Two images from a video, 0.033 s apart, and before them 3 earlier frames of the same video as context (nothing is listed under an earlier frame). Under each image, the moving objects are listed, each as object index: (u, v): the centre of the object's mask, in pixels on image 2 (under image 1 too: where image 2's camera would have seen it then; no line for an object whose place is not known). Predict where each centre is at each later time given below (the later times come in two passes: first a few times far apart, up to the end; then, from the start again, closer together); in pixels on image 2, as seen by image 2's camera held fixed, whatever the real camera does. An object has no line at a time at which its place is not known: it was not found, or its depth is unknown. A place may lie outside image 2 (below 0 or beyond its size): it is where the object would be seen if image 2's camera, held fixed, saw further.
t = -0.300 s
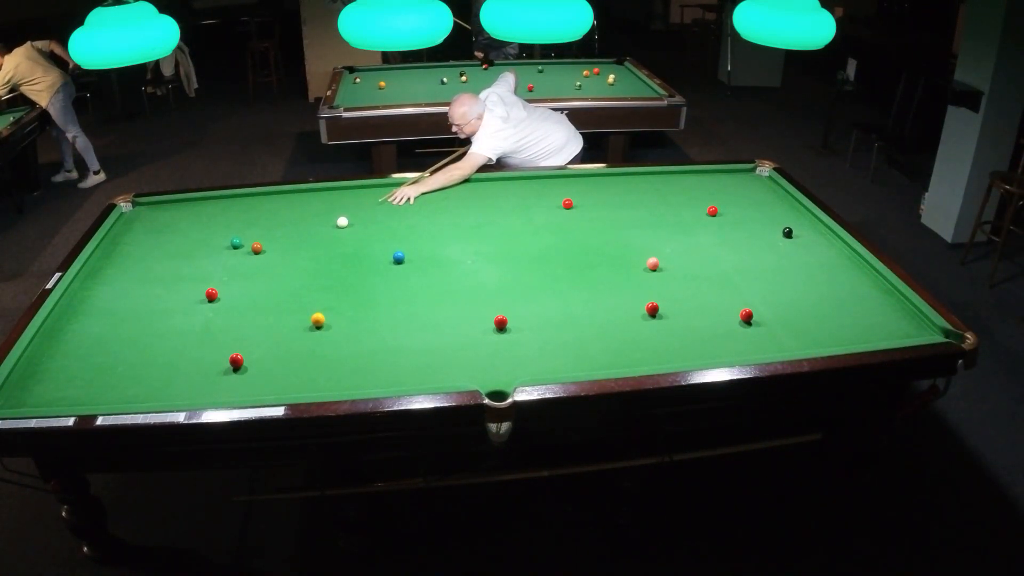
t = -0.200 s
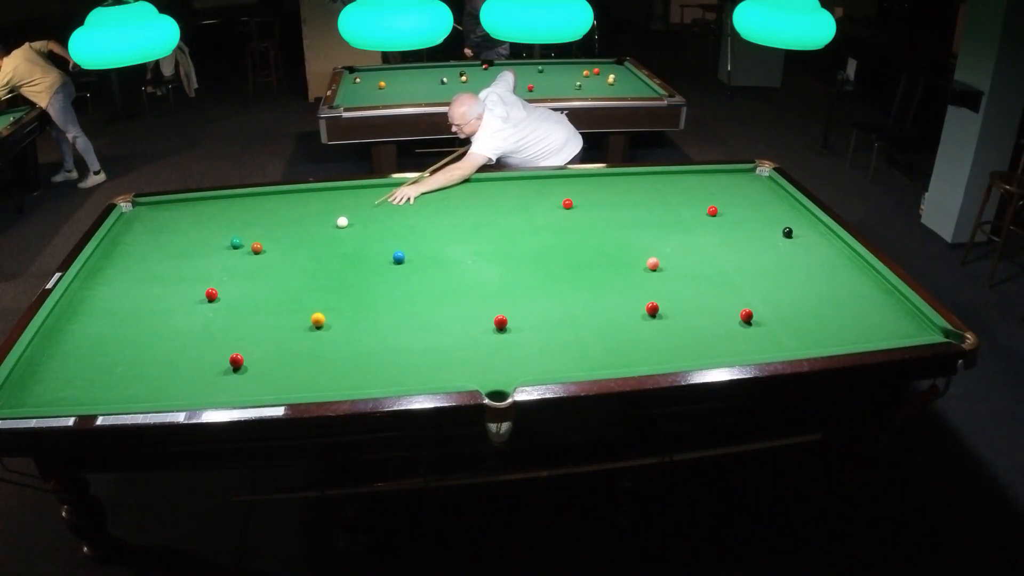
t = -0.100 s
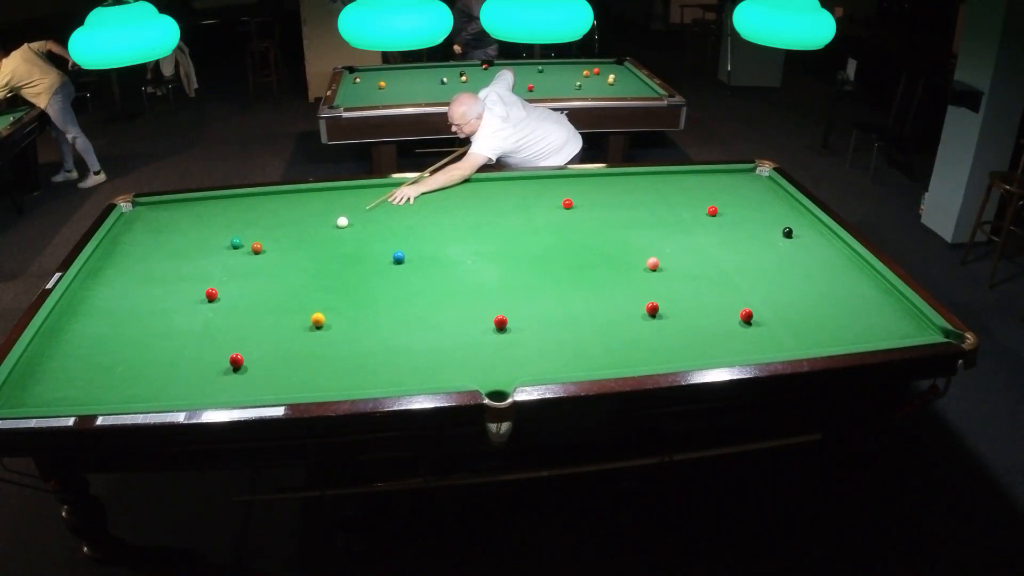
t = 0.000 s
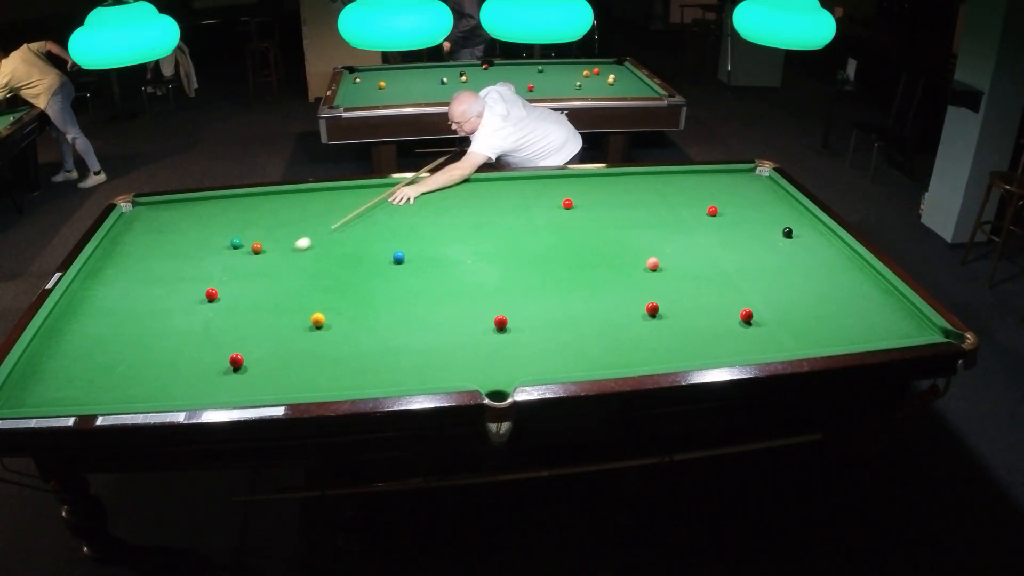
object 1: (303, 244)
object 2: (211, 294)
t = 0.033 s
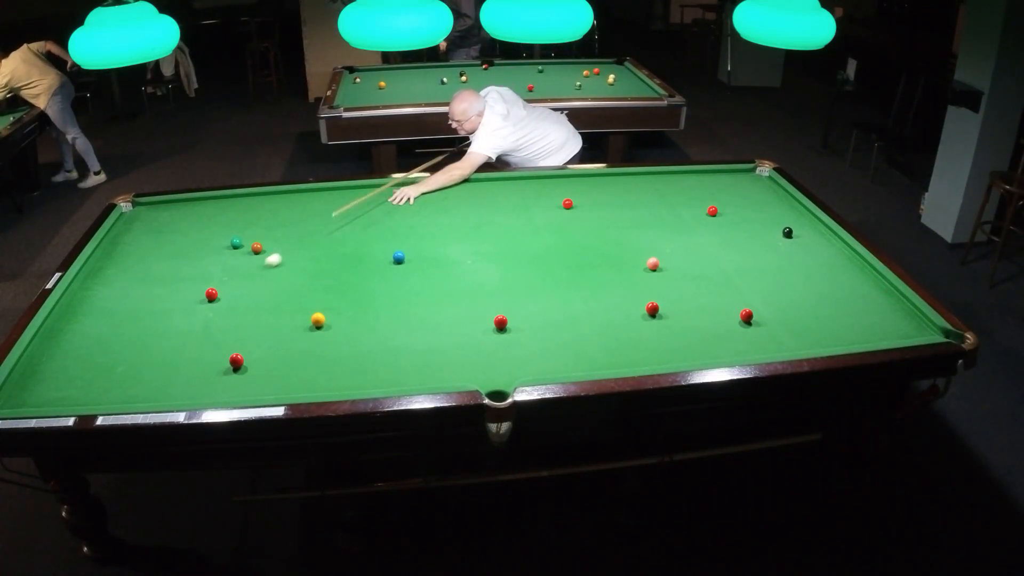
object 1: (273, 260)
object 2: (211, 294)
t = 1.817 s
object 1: (311, 386)
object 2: (627, 188)
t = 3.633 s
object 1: (349, 352)
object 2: (761, 272)
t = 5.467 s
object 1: (350, 352)
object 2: (589, 367)
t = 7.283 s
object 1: (350, 352)
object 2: (481, 344)
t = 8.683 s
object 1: (350, 352)
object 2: (465, 341)
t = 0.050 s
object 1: (258, 268)
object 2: (211, 294)
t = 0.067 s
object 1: (242, 277)
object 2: (211, 294)
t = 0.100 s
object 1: (223, 290)
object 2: (199, 299)
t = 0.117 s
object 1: (224, 292)
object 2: (182, 307)
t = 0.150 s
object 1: (225, 295)
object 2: (147, 324)
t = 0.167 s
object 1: (226, 296)
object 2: (129, 332)
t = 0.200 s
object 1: (227, 299)
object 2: (94, 349)
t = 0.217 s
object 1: (227, 300)
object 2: (76, 358)
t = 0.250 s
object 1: (228, 303)
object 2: (42, 374)
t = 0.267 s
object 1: (229, 304)
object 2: (25, 383)
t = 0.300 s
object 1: (230, 307)
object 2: (3, 399)
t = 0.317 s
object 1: (230, 308)
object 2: (6, 403)
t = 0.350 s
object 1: (231, 310)
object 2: (23, 401)
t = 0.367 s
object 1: (231, 312)
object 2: (35, 399)
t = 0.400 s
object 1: (232, 314)
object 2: (58, 388)
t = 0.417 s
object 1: (233, 316)
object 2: (69, 383)
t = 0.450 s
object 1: (234, 318)
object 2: (90, 374)
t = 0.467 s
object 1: (234, 319)
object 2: (100, 370)
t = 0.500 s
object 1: (235, 322)
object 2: (119, 361)
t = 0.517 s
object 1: (236, 323)
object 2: (130, 357)
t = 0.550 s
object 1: (237, 326)
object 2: (149, 348)
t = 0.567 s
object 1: (237, 327)
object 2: (159, 344)
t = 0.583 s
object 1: (238, 329)
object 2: (168, 340)
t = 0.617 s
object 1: (239, 331)
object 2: (187, 332)
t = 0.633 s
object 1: (239, 333)
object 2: (196, 328)
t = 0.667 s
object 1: (240, 335)
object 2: (215, 320)
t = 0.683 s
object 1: (241, 337)
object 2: (224, 316)
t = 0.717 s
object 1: (242, 340)
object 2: (242, 309)
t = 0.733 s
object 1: (242, 341)
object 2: (251, 305)
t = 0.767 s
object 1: (244, 344)
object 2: (268, 298)
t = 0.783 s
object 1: (244, 345)
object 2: (276, 294)
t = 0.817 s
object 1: (245, 348)
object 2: (293, 287)
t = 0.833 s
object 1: (246, 349)
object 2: (301, 284)
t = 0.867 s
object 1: (247, 352)
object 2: (318, 277)
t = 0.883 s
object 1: (248, 353)
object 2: (325, 274)
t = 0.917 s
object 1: (250, 355)
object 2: (341, 268)
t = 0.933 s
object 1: (251, 356)
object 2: (348, 265)
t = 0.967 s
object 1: (254, 358)
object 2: (364, 258)
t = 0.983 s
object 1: (255, 359)
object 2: (371, 256)
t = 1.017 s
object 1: (257, 361)
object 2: (385, 250)
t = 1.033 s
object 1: (259, 361)
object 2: (392, 247)
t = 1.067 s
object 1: (261, 364)
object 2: (406, 241)
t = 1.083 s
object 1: (262, 364)
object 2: (413, 239)
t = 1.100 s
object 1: (264, 365)
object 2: (419, 236)
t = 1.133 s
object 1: (266, 367)
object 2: (433, 231)
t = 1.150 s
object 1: (267, 368)
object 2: (439, 228)
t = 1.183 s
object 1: (270, 370)
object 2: (451, 223)
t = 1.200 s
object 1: (271, 371)
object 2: (458, 221)
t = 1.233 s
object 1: (274, 373)
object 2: (470, 216)
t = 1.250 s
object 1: (275, 374)
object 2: (476, 214)
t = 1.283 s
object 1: (277, 375)
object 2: (487, 209)
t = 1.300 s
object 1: (279, 376)
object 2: (493, 207)
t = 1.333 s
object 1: (281, 378)
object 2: (504, 203)
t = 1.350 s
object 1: (282, 379)
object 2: (509, 201)
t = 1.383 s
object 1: (285, 381)
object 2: (520, 197)
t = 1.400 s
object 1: (286, 382)
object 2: (525, 194)
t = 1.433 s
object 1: (289, 384)
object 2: (535, 190)
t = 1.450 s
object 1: (290, 384)
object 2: (540, 189)
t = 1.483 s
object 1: (293, 386)
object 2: (550, 185)
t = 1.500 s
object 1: (294, 386)
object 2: (555, 183)
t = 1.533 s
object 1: (296, 387)
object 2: (564, 179)
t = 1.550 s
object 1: (298, 388)
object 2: (568, 178)
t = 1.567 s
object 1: (299, 388)
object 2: (573, 176)
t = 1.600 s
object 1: (301, 389)
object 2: (581, 177)
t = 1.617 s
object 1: (303, 390)
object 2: (584, 178)
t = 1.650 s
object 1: (304, 389)
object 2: (591, 180)
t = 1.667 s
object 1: (305, 389)
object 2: (595, 181)
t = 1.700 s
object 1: (306, 388)
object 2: (602, 183)
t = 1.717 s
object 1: (307, 388)
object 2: (605, 184)
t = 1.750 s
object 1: (308, 387)
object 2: (613, 185)
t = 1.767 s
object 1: (309, 387)
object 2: (616, 186)
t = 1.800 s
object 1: (310, 386)
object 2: (623, 187)
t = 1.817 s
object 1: (311, 386)
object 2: (627, 188)
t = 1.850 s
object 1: (312, 385)
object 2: (634, 189)
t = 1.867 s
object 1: (313, 384)
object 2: (637, 190)
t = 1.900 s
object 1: (314, 383)
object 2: (644, 191)
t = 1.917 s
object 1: (315, 382)
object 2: (648, 192)
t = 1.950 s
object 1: (316, 381)
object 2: (655, 193)
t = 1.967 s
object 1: (316, 381)
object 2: (659, 194)
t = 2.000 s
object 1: (317, 380)
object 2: (666, 196)
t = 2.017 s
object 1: (318, 379)
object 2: (670, 196)
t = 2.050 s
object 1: (319, 378)
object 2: (677, 198)
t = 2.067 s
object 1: (320, 378)
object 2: (681, 199)
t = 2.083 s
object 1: (320, 377)
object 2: (684, 200)
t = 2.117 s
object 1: (321, 376)
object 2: (691, 201)
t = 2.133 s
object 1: (322, 376)
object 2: (695, 202)
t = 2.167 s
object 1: (323, 375)
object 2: (702, 204)
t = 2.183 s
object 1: (324, 374)
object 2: (706, 204)
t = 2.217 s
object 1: (325, 373)
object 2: (713, 204)
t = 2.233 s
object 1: (325, 373)
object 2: (717, 205)
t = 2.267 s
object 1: (326, 372)
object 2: (724, 208)
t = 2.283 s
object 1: (327, 372)
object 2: (727, 209)
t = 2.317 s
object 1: (328, 371)
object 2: (734, 211)
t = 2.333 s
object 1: (328, 370)
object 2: (738, 211)
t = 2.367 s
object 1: (329, 369)
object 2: (746, 213)
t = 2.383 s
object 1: (329, 369)
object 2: (749, 214)
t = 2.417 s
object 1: (330, 368)
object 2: (757, 216)
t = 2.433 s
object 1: (331, 368)
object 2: (760, 217)
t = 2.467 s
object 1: (332, 367)
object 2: (767, 218)
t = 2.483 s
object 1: (332, 367)
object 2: (771, 219)
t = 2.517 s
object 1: (333, 366)
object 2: (778, 220)
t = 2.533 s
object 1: (333, 366)
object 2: (782, 221)
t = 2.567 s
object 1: (334, 365)
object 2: (789, 222)
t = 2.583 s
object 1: (335, 364)
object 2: (793, 224)
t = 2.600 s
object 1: (335, 364)
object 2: (796, 225)
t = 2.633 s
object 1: (336, 364)
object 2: (804, 226)
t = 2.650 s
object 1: (336, 363)
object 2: (807, 227)
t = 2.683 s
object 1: (337, 363)
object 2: (814, 229)
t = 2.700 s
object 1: (337, 362)
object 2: (818, 229)
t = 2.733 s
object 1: (338, 362)
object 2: (825, 231)
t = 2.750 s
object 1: (338, 361)
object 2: (829, 232)
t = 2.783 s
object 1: (339, 361)
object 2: (829, 233)
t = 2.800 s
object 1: (339, 361)
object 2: (828, 234)
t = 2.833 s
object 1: (340, 360)
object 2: (825, 235)
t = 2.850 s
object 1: (340, 360)
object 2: (824, 236)
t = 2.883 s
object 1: (341, 359)
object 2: (822, 237)
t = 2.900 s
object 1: (341, 359)
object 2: (820, 238)
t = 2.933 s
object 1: (342, 358)
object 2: (818, 240)
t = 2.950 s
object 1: (342, 358)
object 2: (817, 240)
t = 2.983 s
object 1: (343, 358)
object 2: (814, 242)
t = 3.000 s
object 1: (343, 357)
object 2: (813, 243)
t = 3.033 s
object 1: (343, 357)
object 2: (810, 244)
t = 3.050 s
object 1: (344, 357)
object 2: (809, 245)
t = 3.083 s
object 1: (344, 356)
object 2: (806, 246)
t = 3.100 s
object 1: (344, 356)
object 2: (805, 247)
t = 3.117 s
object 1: (345, 356)
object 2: (804, 248)
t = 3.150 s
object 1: (345, 355)
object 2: (801, 249)
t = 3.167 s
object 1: (345, 355)
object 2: (800, 250)
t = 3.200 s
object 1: (346, 355)
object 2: (797, 252)
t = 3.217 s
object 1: (346, 355)
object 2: (795, 252)
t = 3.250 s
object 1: (346, 354)
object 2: (793, 254)
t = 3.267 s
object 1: (346, 354)
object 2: (791, 255)
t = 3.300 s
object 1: (347, 354)
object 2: (789, 257)
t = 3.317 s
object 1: (347, 354)
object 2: (787, 257)
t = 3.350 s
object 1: (347, 353)
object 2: (785, 259)
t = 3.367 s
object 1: (347, 353)
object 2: (783, 259)
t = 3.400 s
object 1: (348, 353)
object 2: (781, 261)
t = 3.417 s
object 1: (348, 353)
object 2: (779, 262)
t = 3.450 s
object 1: (348, 353)
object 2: (776, 263)
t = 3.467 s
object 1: (348, 353)
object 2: (775, 264)
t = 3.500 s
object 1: (348, 352)
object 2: (772, 266)
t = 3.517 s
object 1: (349, 352)
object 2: (771, 266)
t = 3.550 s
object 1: (349, 352)
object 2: (768, 268)
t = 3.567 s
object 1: (349, 352)
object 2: (767, 269)
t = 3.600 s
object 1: (349, 352)
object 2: (764, 270)
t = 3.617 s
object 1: (349, 352)
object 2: (762, 271)
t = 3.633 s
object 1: (349, 352)
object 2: (761, 272)
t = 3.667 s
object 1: (349, 352)
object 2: (758, 274)
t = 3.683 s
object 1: (350, 352)
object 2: (757, 274)
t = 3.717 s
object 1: (350, 352)
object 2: (754, 276)
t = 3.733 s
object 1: (350, 352)
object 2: (753, 277)
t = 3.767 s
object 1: (350, 352)
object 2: (750, 278)
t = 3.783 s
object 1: (350, 352)
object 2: (748, 279)
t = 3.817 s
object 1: (350, 352)
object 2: (745, 281)
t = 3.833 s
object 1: (350, 352)
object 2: (744, 282)
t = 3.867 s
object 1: (350, 352)
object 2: (741, 283)
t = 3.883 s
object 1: (350, 352)
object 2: (740, 284)
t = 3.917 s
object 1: (350, 352)
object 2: (737, 286)
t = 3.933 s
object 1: (350, 352)
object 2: (735, 287)
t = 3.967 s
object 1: (350, 352)
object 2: (733, 288)
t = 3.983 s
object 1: (350, 352)
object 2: (731, 289)
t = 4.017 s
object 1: (350, 352)
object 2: (728, 291)
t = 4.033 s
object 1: (350, 352)
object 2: (726, 292)
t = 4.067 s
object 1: (350, 352)
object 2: (723, 293)
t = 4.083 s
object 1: (350, 352)
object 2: (722, 294)
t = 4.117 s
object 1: (350, 352)
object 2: (719, 296)
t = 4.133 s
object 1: (350, 352)
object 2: (718, 297)
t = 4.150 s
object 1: (350, 352)
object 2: (716, 297)
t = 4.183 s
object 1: (350, 352)
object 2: (713, 299)
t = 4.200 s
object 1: (350, 352)
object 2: (711, 300)
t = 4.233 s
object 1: (350, 352)
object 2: (708, 302)
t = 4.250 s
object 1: (350, 352)
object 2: (707, 303)
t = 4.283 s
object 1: (350, 352)
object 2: (704, 304)
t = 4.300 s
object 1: (350, 352)
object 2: (703, 305)
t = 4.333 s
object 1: (350, 352)
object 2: (699, 307)
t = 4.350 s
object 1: (350, 352)
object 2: (698, 308)
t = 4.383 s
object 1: (350, 352)
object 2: (695, 310)
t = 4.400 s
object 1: (350, 352)
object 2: (693, 311)
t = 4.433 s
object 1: (350, 352)
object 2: (690, 312)
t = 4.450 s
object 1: (350, 352)
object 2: (688, 313)
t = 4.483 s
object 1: (350, 352)
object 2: (686, 315)
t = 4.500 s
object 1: (350, 352)
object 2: (684, 316)
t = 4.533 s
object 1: (350, 352)
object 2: (681, 318)
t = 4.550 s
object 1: (350, 352)
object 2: (679, 319)
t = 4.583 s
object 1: (350, 352)
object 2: (676, 321)
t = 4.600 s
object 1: (350, 352)
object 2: (674, 322)
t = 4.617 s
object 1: (350, 352)
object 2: (673, 323)
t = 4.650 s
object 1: (350, 352)
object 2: (670, 324)
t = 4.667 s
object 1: (350, 352)
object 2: (668, 325)
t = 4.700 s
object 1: (350, 352)
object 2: (665, 327)
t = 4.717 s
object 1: (350, 352)
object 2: (663, 328)
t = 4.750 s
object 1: (350, 352)
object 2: (660, 330)
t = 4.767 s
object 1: (350, 352)
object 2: (658, 331)
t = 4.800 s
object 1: (350, 352)
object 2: (655, 332)
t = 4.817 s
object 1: (350, 352)
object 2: (653, 333)
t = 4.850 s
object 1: (350, 352)
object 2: (650, 335)
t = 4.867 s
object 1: (350, 352)
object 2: (648, 336)
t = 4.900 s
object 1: (350, 352)
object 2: (646, 338)
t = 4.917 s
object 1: (350, 352)
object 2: (644, 339)
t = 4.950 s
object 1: (350, 352)
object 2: (640, 341)
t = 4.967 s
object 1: (350, 352)
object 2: (639, 342)
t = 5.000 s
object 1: (350, 352)
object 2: (636, 343)
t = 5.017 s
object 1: (350, 352)
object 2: (634, 344)
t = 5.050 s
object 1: (350, 352)
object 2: (631, 346)
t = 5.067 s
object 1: (350, 352)
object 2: (629, 347)
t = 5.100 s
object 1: (350, 352)
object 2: (626, 349)
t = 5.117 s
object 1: (350, 352)
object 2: (624, 350)
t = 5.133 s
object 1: (350, 352)
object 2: (622, 350)
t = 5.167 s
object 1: (350, 352)
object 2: (619, 352)
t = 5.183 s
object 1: (350, 352)
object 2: (617, 353)
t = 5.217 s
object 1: (350, 352)
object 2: (614, 355)
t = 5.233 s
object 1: (350, 352)
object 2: (612, 356)
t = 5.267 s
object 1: (350, 352)
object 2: (609, 358)
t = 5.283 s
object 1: (350, 352)
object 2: (607, 358)
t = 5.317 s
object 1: (350, 352)
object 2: (604, 360)
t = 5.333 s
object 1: (350, 352)
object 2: (602, 361)
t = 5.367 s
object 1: (350, 352)
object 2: (599, 363)
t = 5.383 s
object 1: (350, 352)
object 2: (597, 363)
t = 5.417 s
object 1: (350, 352)
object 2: (594, 365)
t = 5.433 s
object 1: (350, 352)
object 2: (592, 365)
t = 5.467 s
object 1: (350, 352)
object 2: (589, 367)
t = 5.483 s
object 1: (350, 352)
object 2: (587, 367)
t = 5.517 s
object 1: (350, 352)
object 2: (584, 368)
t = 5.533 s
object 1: (350, 352)
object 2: (583, 368)
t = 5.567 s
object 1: (350, 352)
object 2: (580, 367)
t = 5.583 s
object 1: (350, 352)
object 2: (579, 367)
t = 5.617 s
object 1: (350, 352)
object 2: (575, 367)
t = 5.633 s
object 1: (350, 352)
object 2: (574, 367)
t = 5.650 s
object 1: (350, 352)
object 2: (573, 367)
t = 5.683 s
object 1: (350, 352)
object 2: (570, 366)
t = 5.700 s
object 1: (350, 352)
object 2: (569, 366)
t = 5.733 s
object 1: (350, 352)
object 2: (566, 366)
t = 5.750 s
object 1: (350, 352)
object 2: (564, 366)
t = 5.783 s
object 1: (350, 352)
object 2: (562, 365)
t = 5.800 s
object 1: (350, 352)
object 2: (560, 365)
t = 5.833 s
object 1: (350, 352)
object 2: (558, 364)
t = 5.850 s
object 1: (350, 352)
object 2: (557, 364)
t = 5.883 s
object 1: (350, 352)
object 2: (554, 363)
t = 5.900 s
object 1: (350, 352)
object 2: (553, 363)
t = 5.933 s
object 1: (350, 352)
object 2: (550, 363)
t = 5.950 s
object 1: (350, 352)
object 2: (549, 362)
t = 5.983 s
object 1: (350, 352)
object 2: (547, 362)
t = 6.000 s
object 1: (350, 352)
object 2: (546, 361)
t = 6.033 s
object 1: (350, 352)
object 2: (543, 361)
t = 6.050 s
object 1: (350, 352)
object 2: (542, 360)
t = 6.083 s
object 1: (350, 352)
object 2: (540, 360)
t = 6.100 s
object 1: (350, 352)
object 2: (539, 359)
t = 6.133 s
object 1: (350, 352)
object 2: (537, 359)
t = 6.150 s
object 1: (350, 352)
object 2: (536, 359)
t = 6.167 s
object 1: (350, 352)
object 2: (535, 358)
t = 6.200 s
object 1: (350, 352)
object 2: (532, 358)
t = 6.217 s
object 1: (350, 352)
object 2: (531, 357)
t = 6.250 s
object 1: (350, 352)
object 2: (529, 357)
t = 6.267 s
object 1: (350, 352)
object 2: (528, 357)
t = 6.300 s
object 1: (350, 352)
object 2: (526, 357)
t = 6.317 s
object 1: (350, 352)
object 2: (525, 356)
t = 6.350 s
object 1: (350, 352)
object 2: (523, 355)
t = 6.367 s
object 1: (350, 352)
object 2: (522, 355)
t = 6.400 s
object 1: (350, 352)
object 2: (520, 355)
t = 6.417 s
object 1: (350, 352)
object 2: (519, 354)
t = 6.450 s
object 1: (350, 352)
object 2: (517, 354)
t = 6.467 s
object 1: (350, 352)
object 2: (516, 354)
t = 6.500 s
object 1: (350, 352)
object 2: (514, 353)
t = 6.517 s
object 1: (350, 352)
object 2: (513, 353)
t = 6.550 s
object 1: (350, 352)
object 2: (512, 353)
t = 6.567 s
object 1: (350, 352)
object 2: (511, 352)
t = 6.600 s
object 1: (350, 352)
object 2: (509, 352)
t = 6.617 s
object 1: (350, 352)
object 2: (508, 351)
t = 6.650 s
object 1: (350, 352)
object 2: (506, 351)
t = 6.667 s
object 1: (350, 352)
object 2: (505, 351)
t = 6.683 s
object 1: (350, 352)
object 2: (505, 350)
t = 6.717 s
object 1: (350, 352)
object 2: (503, 350)
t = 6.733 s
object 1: (350, 352)
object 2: (502, 350)
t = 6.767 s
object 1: (350, 352)
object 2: (501, 350)
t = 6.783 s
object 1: (350, 352)
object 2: (500, 349)
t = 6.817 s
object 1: (350, 352)
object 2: (498, 349)
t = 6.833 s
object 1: (350, 352)
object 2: (497, 349)
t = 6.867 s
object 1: (350, 352)
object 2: (496, 348)
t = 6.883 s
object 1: (350, 352)
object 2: (495, 348)
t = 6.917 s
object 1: (350, 352)
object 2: (494, 348)
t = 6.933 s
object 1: (350, 352)
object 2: (493, 348)
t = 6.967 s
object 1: (350, 352)
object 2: (492, 348)
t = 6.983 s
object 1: (350, 352)
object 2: (491, 347)
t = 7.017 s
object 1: (350, 352)
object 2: (490, 347)
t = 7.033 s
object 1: (350, 352)
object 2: (489, 347)
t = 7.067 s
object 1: (350, 352)
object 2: (488, 346)
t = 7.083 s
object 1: (350, 352)
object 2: (488, 346)
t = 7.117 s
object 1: (350, 352)
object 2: (486, 346)
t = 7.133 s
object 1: (350, 352)
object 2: (486, 346)
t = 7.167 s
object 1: (350, 352)
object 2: (484, 346)
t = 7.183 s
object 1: (350, 352)
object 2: (484, 345)
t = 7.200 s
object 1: (350, 352)
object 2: (483, 345)
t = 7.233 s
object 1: (350, 352)
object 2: (482, 345)
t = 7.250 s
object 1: (350, 352)
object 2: (482, 345)
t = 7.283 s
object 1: (350, 352)
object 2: (481, 344)
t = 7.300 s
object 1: (350, 352)
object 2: (480, 344)
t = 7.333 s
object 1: (350, 352)
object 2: (479, 344)
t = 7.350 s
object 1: (350, 352)
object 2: (478, 344)
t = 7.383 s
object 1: (350, 352)
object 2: (478, 344)
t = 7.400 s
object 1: (350, 352)
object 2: (477, 344)
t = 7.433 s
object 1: (350, 352)
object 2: (476, 344)
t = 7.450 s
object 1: (350, 352)
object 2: (476, 344)
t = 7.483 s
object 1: (350, 352)
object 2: (475, 343)
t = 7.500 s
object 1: (350, 352)
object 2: (475, 343)
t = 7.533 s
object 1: (350, 352)
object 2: (474, 343)
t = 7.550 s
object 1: (350, 352)
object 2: (474, 343)
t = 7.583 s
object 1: (350, 352)
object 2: (473, 342)
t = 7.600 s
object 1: (350, 352)
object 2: (472, 342)
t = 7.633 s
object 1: (350, 352)
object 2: (472, 342)
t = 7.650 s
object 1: (350, 352)
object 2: (471, 342)
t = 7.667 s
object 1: (350, 352)
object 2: (471, 342)
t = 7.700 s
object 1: (350, 352)
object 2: (470, 342)
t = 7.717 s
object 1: (350, 352)
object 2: (470, 342)
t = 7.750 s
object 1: (350, 352)
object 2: (470, 342)
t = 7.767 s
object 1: (350, 352)
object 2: (469, 342)
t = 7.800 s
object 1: (350, 352)
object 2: (469, 342)
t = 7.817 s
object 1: (350, 352)
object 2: (468, 341)
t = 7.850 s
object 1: (350, 352)
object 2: (468, 341)
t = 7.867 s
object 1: (350, 352)
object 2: (468, 342)
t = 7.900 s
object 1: (350, 352)
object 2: (467, 341)
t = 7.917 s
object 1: (350, 352)
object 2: (467, 341)
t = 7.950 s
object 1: (350, 352)
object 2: (467, 341)
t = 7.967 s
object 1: (350, 352)
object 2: (467, 341)
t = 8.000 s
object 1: (350, 352)
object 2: (466, 341)
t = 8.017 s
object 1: (350, 352)
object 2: (466, 341)
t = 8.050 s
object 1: (350, 352)
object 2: (466, 341)
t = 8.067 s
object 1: (350, 352)
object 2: (466, 341)
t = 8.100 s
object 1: (350, 352)
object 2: (465, 341)
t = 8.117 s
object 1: (350, 352)
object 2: (465, 341)
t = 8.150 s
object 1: (350, 352)
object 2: (465, 341)
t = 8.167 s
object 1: (350, 352)
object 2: (465, 341)
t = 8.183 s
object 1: (350, 352)
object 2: (465, 341)
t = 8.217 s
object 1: (350, 352)
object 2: (465, 341)
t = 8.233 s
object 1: (350, 352)
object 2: (465, 341)
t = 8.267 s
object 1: (350, 352)
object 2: (465, 341)
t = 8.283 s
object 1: (350, 352)
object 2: (465, 341)
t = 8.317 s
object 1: (350, 352)
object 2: (465, 341)
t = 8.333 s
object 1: (350, 352)
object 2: (465, 341)
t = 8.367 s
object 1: (350, 352)
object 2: (465, 341)
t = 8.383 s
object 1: (350, 352)
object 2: (465, 341)
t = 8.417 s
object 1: (350, 352)
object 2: (465, 341)
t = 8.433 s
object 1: (350, 352)
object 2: (465, 341)
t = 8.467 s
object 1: (350, 352)
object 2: (465, 341)
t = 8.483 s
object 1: (350, 352)
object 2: (465, 341)
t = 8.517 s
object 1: (350, 352)
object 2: (465, 341)
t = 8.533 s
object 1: (350, 352)
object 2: (465, 341)
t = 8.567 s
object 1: (350, 352)
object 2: (465, 341)
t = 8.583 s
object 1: (350, 352)
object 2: (465, 341)
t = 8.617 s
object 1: (350, 352)
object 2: (465, 341)
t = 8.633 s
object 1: (350, 352)
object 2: (465, 341)
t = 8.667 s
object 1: (350, 352)
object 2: (465, 341)
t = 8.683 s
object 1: (350, 352)
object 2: (465, 341)
